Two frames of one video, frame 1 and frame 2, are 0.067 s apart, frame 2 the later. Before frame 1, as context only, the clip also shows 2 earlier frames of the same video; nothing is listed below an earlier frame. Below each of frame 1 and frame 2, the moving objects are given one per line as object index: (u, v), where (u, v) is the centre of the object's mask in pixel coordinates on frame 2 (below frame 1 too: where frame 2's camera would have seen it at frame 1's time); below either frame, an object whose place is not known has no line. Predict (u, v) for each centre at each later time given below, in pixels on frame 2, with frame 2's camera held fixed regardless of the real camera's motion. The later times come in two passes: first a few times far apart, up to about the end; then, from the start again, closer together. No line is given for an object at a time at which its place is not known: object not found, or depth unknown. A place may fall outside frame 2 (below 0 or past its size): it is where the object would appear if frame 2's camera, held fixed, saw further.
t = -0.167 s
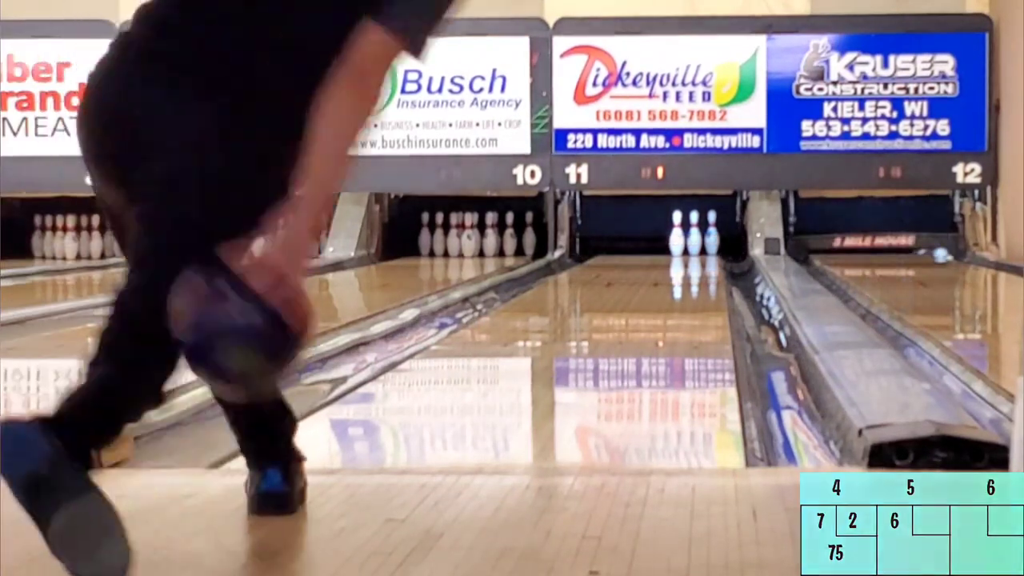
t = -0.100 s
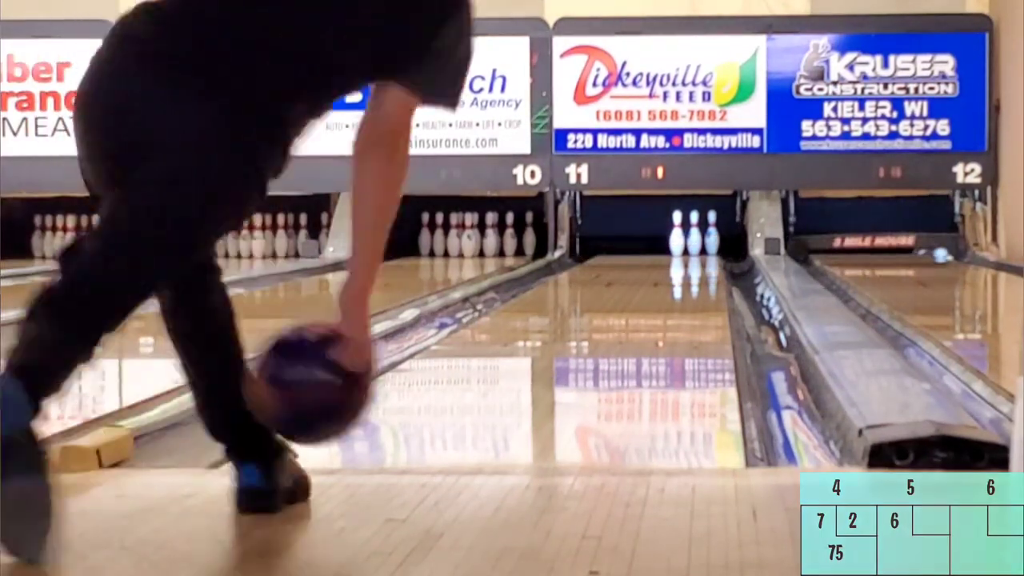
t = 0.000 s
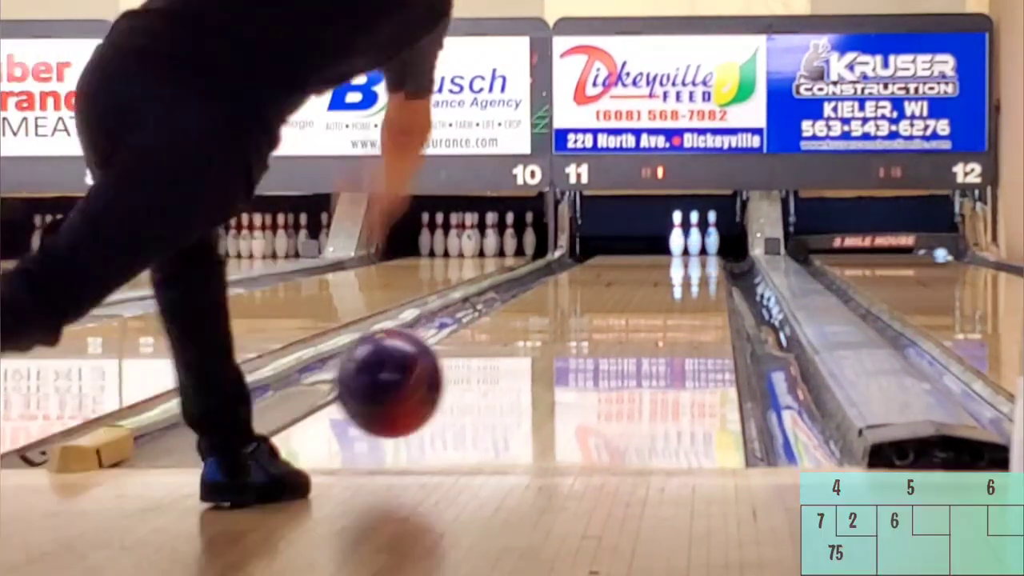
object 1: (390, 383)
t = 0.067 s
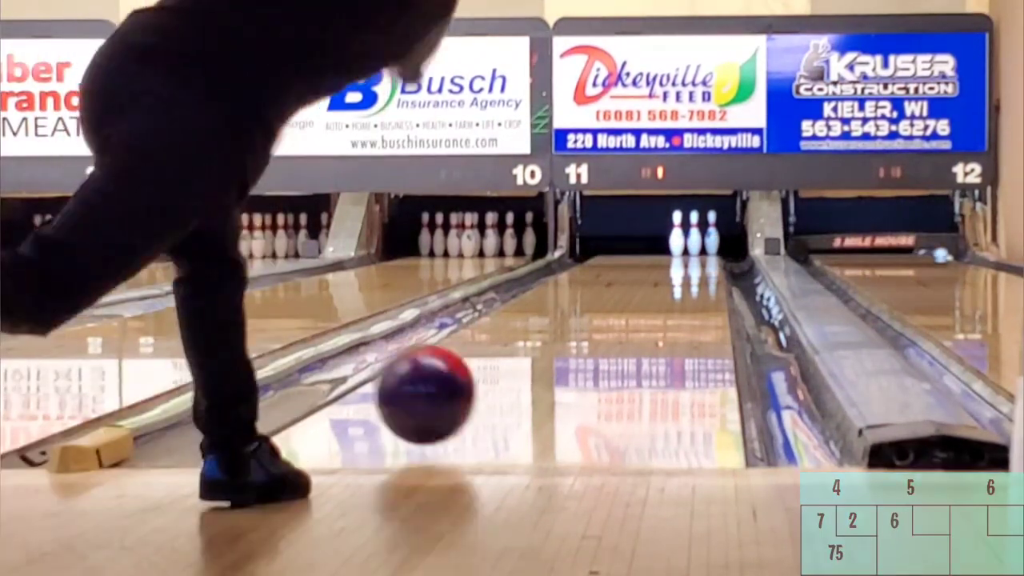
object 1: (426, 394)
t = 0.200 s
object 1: (482, 374)
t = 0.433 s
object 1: (550, 339)
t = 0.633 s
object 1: (591, 316)
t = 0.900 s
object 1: (628, 296)
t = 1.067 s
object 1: (645, 286)
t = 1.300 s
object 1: (664, 275)
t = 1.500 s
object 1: (676, 268)
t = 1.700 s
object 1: (687, 263)
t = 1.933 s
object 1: (694, 257)
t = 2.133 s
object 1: (697, 254)
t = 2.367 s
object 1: (694, 251)
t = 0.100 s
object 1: (441, 393)
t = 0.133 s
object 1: (456, 385)
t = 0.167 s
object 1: (470, 380)
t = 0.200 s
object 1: (482, 374)
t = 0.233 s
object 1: (494, 368)
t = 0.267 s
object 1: (505, 363)
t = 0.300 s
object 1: (515, 357)
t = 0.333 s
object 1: (525, 352)
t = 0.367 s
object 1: (534, 348)
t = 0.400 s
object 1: (542, 343)
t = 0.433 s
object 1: (550, 339)
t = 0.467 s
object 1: (558, 335)
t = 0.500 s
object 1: (565, 331)
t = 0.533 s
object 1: (572, 327)
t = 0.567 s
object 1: (579, 323)
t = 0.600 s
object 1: (585, 319)
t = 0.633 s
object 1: (591, 316)
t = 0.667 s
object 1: (596, 313)
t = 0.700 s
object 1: (601, 311)
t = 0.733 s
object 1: (606, 308)
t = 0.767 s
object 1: (611, 306)
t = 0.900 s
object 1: (628, 296)
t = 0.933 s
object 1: (631, 294)
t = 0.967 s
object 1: (635, 293)
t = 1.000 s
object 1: (639, 291)
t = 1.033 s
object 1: (642, 288)
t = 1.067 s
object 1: (645, 286)
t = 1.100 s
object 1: (648, 285)
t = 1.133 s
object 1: (650, 284)
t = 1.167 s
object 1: (654, 283)
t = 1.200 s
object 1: (656, 281)
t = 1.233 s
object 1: (659, 279)
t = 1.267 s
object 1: (662, 277)
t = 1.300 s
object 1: (664, 275)
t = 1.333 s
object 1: (666, 274)
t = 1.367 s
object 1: (668, 273)
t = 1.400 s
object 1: (670, 271)
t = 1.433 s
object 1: (672, 270)
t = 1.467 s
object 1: (675, 269)
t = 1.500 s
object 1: (676, 268)
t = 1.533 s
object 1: (678, 267)
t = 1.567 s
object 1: (680, 266)
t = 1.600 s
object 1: (682, 265)
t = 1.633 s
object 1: (683, 264)
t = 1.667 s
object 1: (685, 264)
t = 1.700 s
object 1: (687, 263)
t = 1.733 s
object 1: (688, 262)
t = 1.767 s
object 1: (689, 261)
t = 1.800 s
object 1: (690, 260)
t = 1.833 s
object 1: (691, 259)
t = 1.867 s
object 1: (692, 258)
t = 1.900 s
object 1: (694, 257)
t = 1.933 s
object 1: (694, 257)
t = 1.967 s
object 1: (695, 256)
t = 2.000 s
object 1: (696, 256)
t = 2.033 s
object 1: (696, 255)
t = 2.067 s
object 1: (696, 254)
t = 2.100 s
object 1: (696, 254)
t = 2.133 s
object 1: (697, 254)
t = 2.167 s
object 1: (697, 253)
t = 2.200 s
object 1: (697, 253)
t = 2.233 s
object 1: (696, 252)
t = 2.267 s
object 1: (696, 252)
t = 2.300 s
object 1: (695, 251)
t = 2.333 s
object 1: (695, 251)
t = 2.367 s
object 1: (694, 251)
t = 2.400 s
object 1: (694, 250)
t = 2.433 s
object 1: (694, 250)
